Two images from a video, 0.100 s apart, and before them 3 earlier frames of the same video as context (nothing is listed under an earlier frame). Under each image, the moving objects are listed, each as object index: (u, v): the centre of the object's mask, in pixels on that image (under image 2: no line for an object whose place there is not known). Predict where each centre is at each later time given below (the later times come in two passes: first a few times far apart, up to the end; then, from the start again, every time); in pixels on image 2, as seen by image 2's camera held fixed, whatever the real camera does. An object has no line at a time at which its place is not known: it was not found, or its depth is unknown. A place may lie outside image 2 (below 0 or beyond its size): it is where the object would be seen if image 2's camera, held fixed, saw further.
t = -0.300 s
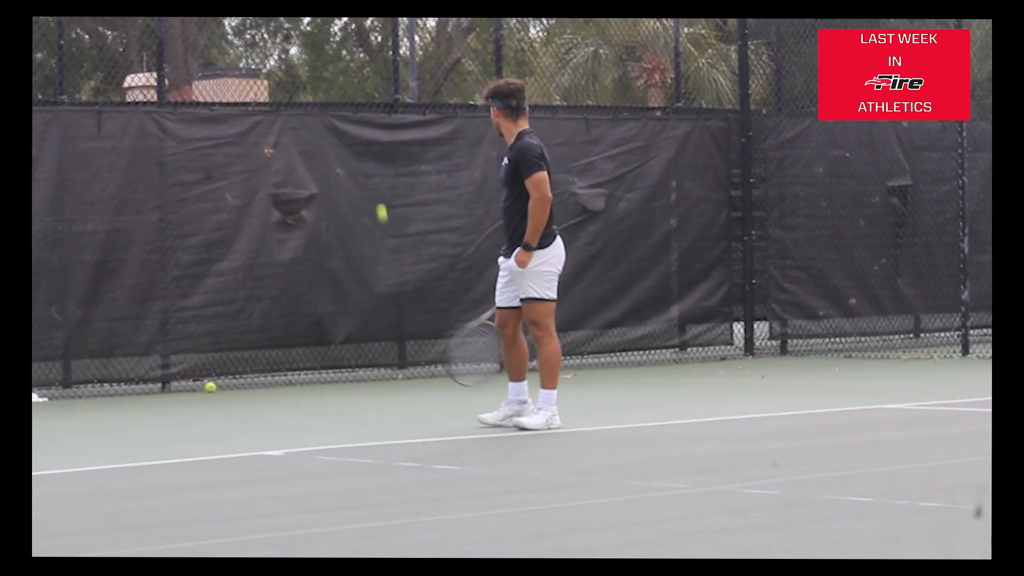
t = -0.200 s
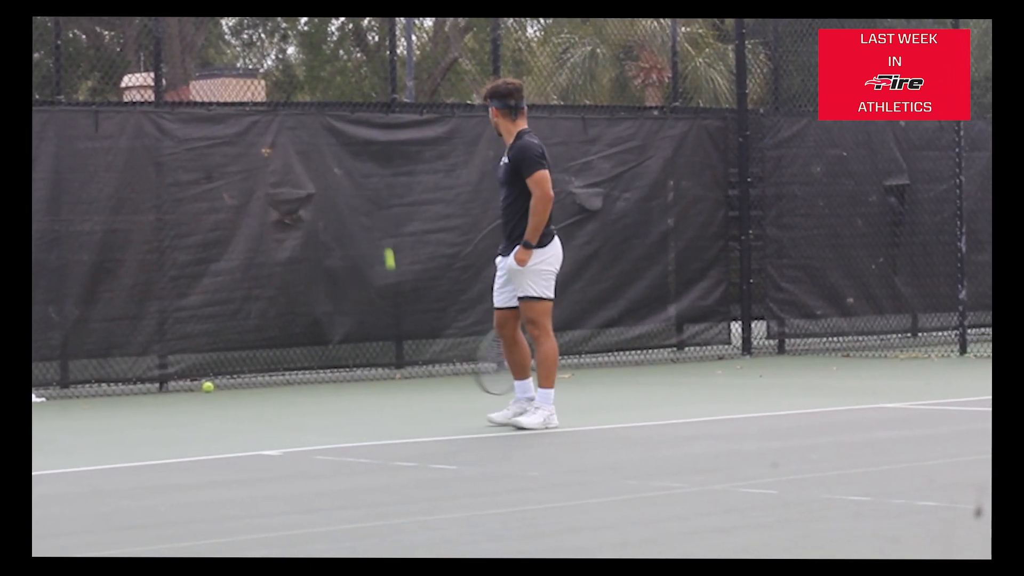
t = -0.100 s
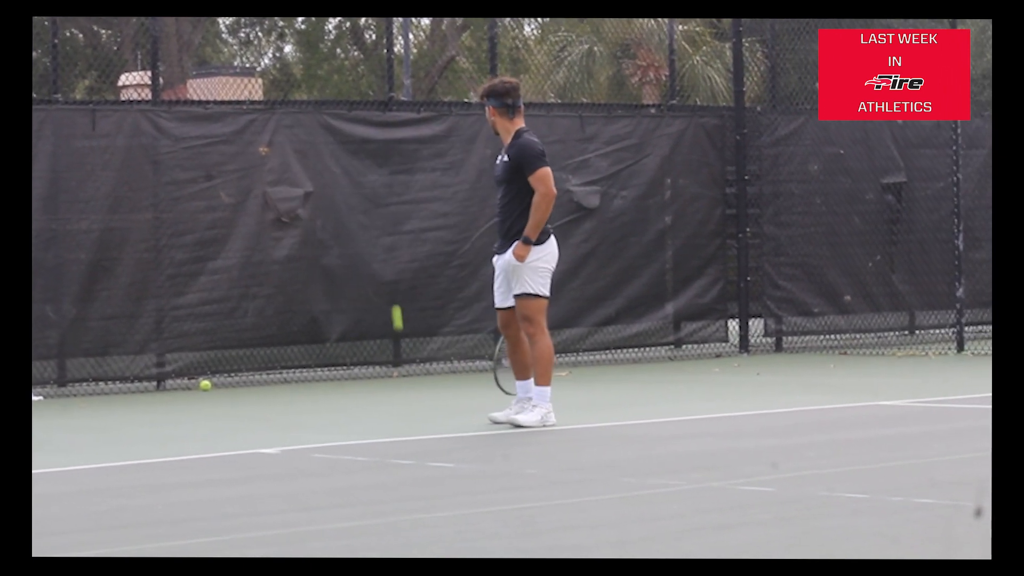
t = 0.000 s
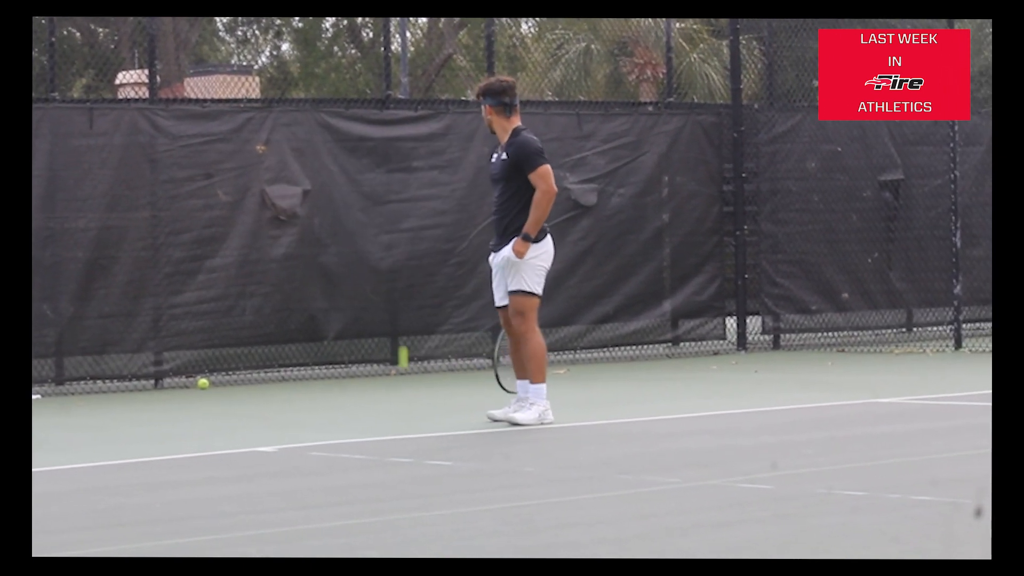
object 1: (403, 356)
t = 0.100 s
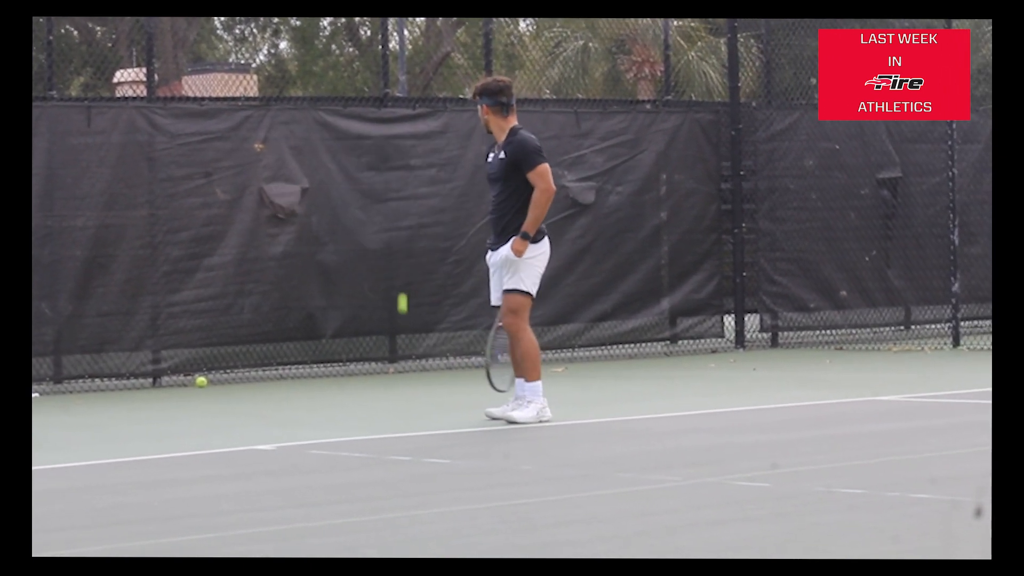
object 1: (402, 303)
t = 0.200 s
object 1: (404, 264)
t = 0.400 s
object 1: (408, 229)
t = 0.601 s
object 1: (420, 244)
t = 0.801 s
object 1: (434, 313)
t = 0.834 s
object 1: (436, 329)
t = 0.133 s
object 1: (403, 289)
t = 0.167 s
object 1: (403, 276)
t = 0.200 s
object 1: (404, 264)
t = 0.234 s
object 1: (404, 255)
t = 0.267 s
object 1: (405, 246)
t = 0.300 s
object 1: (405, 240)
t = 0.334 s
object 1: (406, 234)
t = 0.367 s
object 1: (407, 231)
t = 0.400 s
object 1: (408, 229)
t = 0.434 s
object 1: (410, 228)
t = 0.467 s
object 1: (412, 229)
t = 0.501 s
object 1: (413, 231)
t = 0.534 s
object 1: (415, 234)
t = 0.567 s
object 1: (417, 238)
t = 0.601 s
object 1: (420, 244)
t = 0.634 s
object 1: (422, 252)
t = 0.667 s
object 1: (424, 261)
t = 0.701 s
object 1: (427, 272)
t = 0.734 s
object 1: (429, 284)
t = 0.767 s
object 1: (431, 297)
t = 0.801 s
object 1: (434, 313)
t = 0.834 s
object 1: (436, 329)
